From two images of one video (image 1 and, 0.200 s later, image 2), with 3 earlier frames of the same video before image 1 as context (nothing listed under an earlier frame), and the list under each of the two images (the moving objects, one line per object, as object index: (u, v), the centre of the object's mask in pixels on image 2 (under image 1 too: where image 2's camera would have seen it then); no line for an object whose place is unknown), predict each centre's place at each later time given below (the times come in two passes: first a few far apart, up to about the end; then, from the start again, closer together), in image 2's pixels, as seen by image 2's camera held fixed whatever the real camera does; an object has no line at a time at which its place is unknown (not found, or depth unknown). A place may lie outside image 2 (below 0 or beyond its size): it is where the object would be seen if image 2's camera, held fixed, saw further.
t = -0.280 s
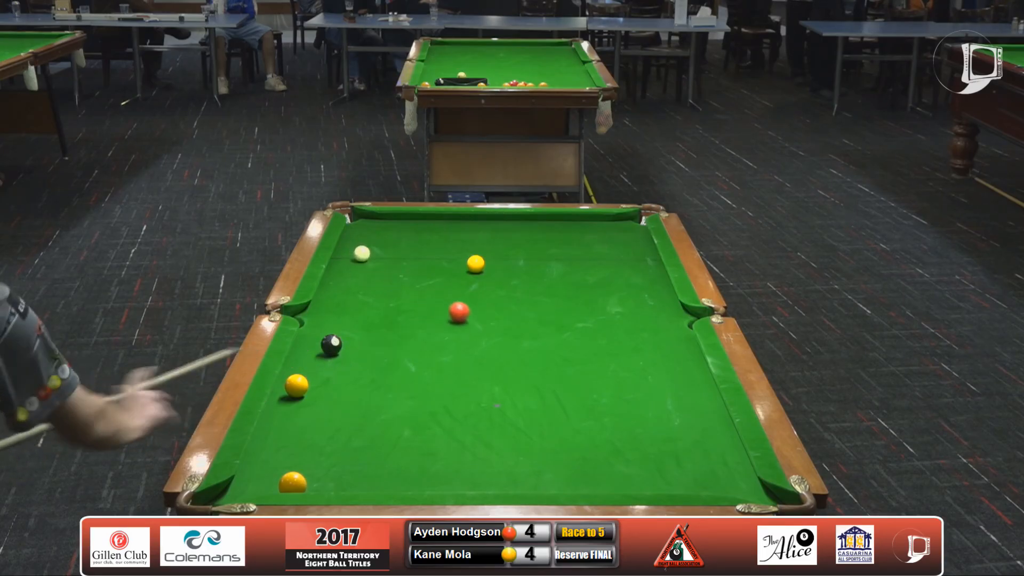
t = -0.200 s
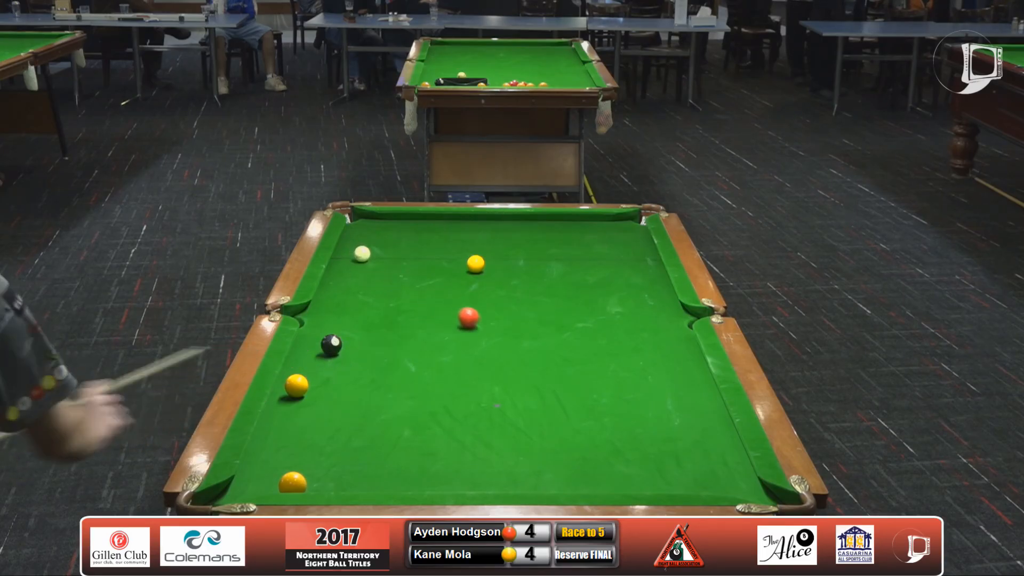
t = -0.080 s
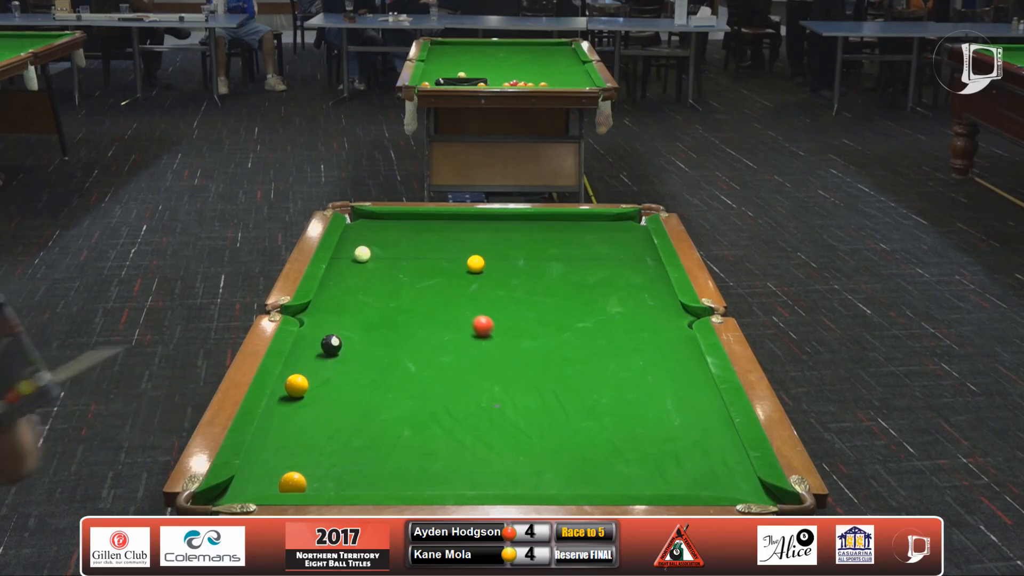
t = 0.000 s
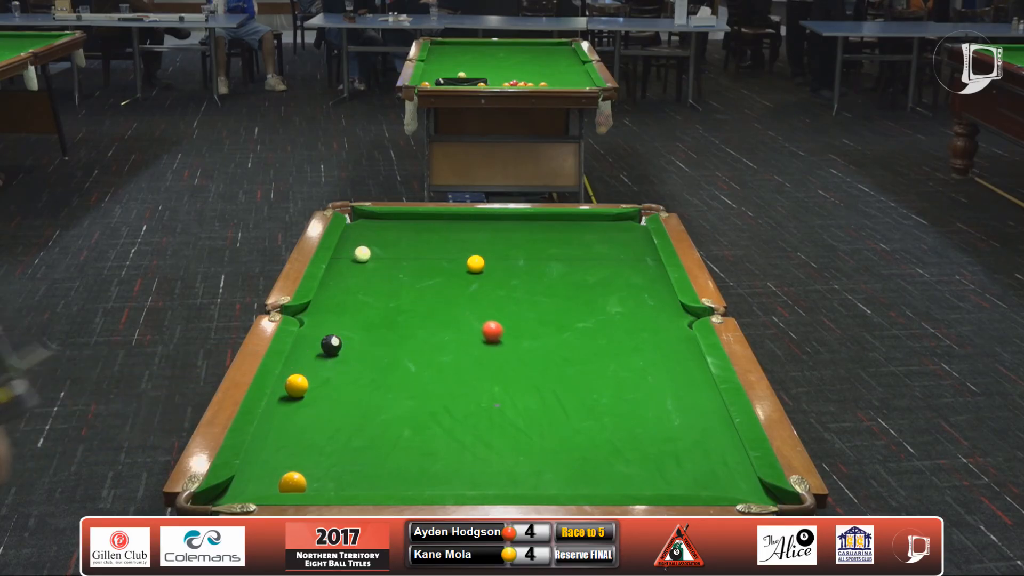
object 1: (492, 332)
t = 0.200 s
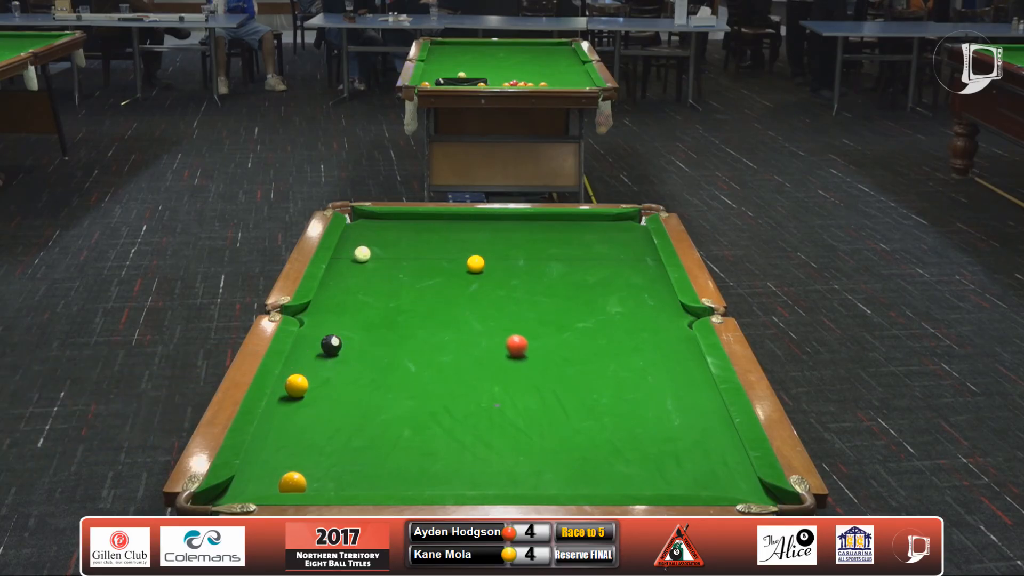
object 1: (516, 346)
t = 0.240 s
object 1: (521, 349)
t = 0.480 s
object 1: (551, 366)
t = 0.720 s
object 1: (582, 384)
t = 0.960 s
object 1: (613, 402)
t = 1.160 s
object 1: (638, 416)
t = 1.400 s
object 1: (670, 434)
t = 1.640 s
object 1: (701, 452)
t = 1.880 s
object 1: (732, 469)
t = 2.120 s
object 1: (741, 483)
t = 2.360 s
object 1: (737, 490)
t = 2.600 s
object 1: (739, 488)
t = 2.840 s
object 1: (741, 486)
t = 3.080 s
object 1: (742, 484)
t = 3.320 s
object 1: (741, 483)
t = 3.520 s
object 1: (741, 483)
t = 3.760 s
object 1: (741, 483)
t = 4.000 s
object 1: (741, 483)
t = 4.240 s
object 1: (741, 483)
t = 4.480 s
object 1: (741, 483)
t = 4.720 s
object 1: (741, 483)
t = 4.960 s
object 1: (741, 483)
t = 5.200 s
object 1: (741, 483)
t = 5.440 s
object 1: (741, 483)
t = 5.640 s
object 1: (741, 483)
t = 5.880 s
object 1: (741, 483)
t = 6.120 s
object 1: (741, 483)
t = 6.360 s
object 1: (741, 483)
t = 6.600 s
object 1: (741, 483)
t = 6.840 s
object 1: (741, 483)
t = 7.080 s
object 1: (741, 483)
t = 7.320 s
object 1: (741, 483)
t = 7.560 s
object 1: (741, 483)
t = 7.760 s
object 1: (741, 483)
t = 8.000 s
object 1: (741, 483)
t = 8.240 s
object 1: (741, 483)
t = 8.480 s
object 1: (741, 483)
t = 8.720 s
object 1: (741, 483)
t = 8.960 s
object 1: (741, 483)
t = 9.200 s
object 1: (741, 483)
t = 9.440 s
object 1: (741, 483)
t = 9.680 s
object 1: (741, 483)
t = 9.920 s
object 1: (741, 483)
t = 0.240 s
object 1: (521, 349)
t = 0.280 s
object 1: (526, 352)
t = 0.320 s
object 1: (531, 355)
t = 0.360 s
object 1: (536, 357)
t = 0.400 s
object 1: (541, 360)
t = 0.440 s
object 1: (546, 363)
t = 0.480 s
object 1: (551, 366)
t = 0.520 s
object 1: (556, 369)
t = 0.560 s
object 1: (561, 372)
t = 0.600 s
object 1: (566, 375)
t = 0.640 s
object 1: (572, 378)
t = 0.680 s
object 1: (577, 381)
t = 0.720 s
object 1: (582, 384)
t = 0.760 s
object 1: (587, 387)
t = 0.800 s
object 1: (592, 390)
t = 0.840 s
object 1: (597, 393)
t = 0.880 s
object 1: (602, 396)
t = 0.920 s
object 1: (608, 399)
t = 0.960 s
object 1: (613, 402)
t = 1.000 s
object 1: (618, 405)
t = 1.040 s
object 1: (623, 407)
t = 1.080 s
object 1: (628, 410)
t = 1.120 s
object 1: (633, 413)
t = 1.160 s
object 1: (638, 416)
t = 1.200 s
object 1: (643, 419)
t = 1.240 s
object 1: (649, 422)
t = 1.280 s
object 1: (654, 425)
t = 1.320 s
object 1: (659, 428)
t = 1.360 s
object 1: (664, 431)
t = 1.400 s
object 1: (670, 434)
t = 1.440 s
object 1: (675, 436)
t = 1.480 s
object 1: (680, 440)
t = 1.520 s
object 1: (685, 443)
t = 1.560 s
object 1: (690, 446)
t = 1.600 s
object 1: (696, 448)
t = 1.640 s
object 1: (701, 452)
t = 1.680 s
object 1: (706, 454)
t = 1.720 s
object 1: (711, 457)
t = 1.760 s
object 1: (716, 460)
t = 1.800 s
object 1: (721, 463)
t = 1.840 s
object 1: (726, 466)
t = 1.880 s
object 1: (732, 469)
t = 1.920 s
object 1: (737, 471)
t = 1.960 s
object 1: (741, 474)
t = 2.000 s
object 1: (743, 477)
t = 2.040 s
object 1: (742, 479)
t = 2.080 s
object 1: (742, 482)
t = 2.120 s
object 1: (741, 483)
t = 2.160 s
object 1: (740, 485)
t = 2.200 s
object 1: (740, 486)
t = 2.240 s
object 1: (739, 487)
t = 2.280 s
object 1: (738, 489)
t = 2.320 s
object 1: (738, 490)
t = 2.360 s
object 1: (737, 490)
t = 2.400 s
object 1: (738, 490)
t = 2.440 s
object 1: (738, 489)
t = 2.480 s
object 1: (739, 489)
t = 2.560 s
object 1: (739, 488)
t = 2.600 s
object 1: (739, 488)
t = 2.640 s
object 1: (740, 487)
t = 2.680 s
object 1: (740, 487)
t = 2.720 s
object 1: (740, 487)
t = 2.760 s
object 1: (740, 486)
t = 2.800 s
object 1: (740, 486)
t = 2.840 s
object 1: (741, 486)
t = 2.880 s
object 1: (741, 485)
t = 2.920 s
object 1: (741, 485)
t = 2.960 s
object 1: (741, 485)
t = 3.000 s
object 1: (741, 485)
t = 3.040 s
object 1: (742, 484)
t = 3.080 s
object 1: (742, 484)
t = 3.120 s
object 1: (741, 484)
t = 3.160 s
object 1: (742, 484)
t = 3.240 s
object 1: (742, 484)
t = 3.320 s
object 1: (741, 483)
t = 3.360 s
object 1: (741, 483)
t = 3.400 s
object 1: (741, 483)
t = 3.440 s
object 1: (741, 483)
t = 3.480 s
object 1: (741, 483)
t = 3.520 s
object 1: (741, 483)
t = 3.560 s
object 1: (741, 483)
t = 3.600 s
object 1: (741, 483)
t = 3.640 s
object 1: (741, 483)
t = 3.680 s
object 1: (741, 483)
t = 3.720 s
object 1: (741, 483)
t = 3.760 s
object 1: (741, 483)
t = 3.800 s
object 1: (741, 483)
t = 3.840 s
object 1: (741, 483)
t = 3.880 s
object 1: (741, 483)
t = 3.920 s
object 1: (741, 483)
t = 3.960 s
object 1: (741, 483)
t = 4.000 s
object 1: (741, 483)
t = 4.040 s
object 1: (741, 483)
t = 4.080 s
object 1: (741, 483)
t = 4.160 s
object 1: (741, 483)
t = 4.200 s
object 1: (741, 483)
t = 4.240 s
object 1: (741, 483)
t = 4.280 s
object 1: (741, 483)
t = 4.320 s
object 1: (741, 483)
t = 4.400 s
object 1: (741, 483)
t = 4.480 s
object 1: (741, 483)
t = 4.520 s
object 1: (741, 483)
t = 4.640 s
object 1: (741, 483)
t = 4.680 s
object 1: (741, 483)
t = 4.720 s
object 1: (741, 483)
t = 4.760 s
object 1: (741, 483)
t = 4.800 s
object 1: (741, 483)
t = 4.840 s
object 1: (741, 483)
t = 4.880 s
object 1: (741, 483)
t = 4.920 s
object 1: (741, 483)
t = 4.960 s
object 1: (741, 483)
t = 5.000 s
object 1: (741, 483)
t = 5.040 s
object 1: (741, 483)
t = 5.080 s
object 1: (741, 483)
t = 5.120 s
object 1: (741, 483)
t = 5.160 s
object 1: (741, 483)
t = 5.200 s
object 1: (741, 483)
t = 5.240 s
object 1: (741, 483)
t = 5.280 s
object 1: (741, 483)
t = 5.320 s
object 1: (741, 483)
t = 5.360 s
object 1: (741, 483)
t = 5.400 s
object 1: (741, 483)
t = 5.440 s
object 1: (741, 483)
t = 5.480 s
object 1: (741, 483)
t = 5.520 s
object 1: (741, 483)
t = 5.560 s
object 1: (741, 483)
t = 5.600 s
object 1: (741, 483)
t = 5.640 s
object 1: (741, 483)
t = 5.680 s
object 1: (741, 483)
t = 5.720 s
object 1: (741, 483)
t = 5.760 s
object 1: (741, 483)
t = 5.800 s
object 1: (741, 483)
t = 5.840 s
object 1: (741, 483)
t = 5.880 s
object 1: (741, 483)
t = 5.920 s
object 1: (741, 483)
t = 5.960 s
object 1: (741, 483)
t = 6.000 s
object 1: (741, 483)
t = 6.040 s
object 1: (741, 483)
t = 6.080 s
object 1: (741, 483)
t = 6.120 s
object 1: (741, 483)
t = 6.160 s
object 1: (741, 483)
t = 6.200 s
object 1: (741, 483)
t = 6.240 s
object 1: (741, 483)
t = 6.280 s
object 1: (741, 483)
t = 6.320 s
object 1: (741, 483)
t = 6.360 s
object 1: (741, 483)
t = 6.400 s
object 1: (741, 483)
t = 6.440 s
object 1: (741, 483)
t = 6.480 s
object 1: (741, 483)
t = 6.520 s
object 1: (741, 483)
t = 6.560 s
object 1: (741, 483)
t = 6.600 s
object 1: (741, 483)
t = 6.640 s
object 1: (741, 483)
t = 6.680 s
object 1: (741, 483)
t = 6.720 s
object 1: (741, 483)
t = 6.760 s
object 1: (741, 483)
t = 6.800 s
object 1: (741, 483)
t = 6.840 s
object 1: (741, 483)
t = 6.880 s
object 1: (741, 483)
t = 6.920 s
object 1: (741, 483)
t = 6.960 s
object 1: (741, 483)
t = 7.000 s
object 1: (741, 483)
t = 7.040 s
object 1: (741, 483)
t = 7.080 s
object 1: (741, 483)
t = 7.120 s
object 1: (741, 483)
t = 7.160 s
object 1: (741, 483)
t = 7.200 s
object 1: (741, 483)
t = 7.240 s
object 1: (741, 483)
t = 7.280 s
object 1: (741, 483)
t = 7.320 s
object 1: (741, 483)
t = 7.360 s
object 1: (741, 483)
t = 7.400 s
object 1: (741, 483)
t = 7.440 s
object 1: (741, 483)
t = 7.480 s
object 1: (741, 483)
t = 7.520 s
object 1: (741, 483)
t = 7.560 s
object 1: (741, 483)
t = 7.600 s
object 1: (741, 483)
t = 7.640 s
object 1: (741, 483)
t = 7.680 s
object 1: (741, 483)
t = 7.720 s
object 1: (741, 483)
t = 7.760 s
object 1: (741, 483)
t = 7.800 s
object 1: (741, 483)
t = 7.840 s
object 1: (741, 483)
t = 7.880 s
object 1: (741, 483)
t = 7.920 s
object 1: (741, 483)
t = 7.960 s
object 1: (741, 483)
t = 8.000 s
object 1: (741, 483)
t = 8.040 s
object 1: (741, 483)
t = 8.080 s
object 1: (741, 483)
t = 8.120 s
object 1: (741, 483)
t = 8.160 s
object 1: (741, 483)
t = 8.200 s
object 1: (741, 483)
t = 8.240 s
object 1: (741, 483)
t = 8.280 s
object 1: (741, 483)
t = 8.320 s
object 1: (741, 483)
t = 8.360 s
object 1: (741, 483)
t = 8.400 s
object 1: (741, 483)
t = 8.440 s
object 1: (741, 483)
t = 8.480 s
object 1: (741, 483)
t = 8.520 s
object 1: (741, 483)
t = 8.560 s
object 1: (741, 483)
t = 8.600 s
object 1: (741, 483)
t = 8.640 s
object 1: (741, 483)
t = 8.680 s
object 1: (741, 483)
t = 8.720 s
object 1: (741, 483)
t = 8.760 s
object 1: (741, 483)
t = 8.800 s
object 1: (741, 483)
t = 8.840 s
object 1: (741, 483)
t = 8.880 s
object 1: (741, 483)
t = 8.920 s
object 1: (741, 483)
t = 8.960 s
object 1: (741, 483)
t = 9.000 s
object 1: (741, 483)
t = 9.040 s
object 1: (741, 483)
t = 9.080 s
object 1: (741, 483)
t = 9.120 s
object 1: (741, 483)
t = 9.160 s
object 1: (741, 483)
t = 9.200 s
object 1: (741, 483)
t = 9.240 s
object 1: (741, 483)
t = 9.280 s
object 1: (741, 483)
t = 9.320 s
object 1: (741, 483)
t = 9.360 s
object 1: (741, 483)
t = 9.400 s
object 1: (741, 483)
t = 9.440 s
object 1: (741, 483)
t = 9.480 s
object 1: (741, 483)
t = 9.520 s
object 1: (741, 483)
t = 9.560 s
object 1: (741, 483)
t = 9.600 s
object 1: (741, 483)
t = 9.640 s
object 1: (741, 483)
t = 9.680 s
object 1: (741, 483)
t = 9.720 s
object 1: (741, 483)
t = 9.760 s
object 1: (741, 483)
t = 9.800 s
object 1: (741, 483)
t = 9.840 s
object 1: (741, 483)
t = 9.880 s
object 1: (741, 483)
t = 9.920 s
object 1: (741, 483)
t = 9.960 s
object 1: (741, 483)
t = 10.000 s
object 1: (741, 483)
